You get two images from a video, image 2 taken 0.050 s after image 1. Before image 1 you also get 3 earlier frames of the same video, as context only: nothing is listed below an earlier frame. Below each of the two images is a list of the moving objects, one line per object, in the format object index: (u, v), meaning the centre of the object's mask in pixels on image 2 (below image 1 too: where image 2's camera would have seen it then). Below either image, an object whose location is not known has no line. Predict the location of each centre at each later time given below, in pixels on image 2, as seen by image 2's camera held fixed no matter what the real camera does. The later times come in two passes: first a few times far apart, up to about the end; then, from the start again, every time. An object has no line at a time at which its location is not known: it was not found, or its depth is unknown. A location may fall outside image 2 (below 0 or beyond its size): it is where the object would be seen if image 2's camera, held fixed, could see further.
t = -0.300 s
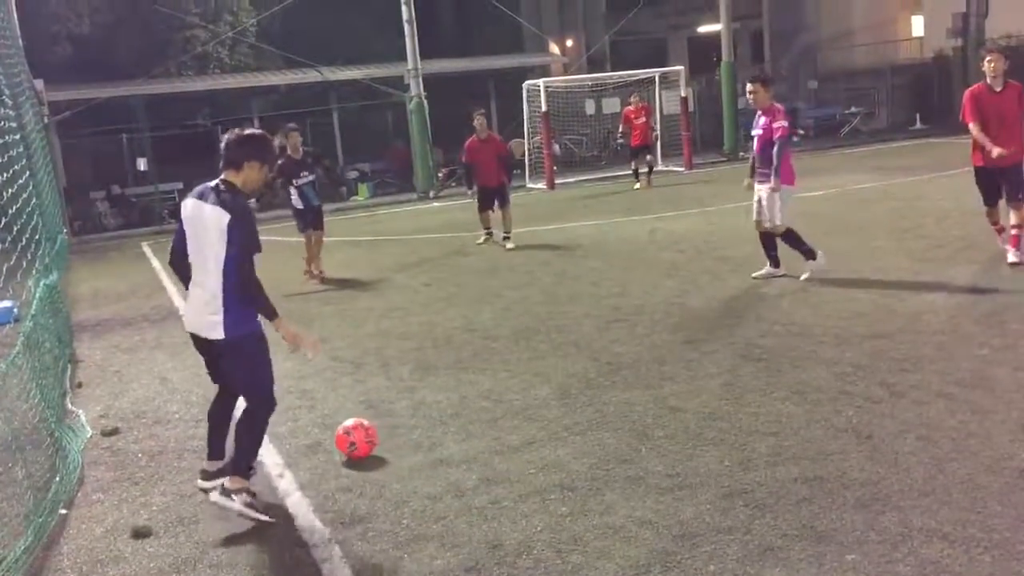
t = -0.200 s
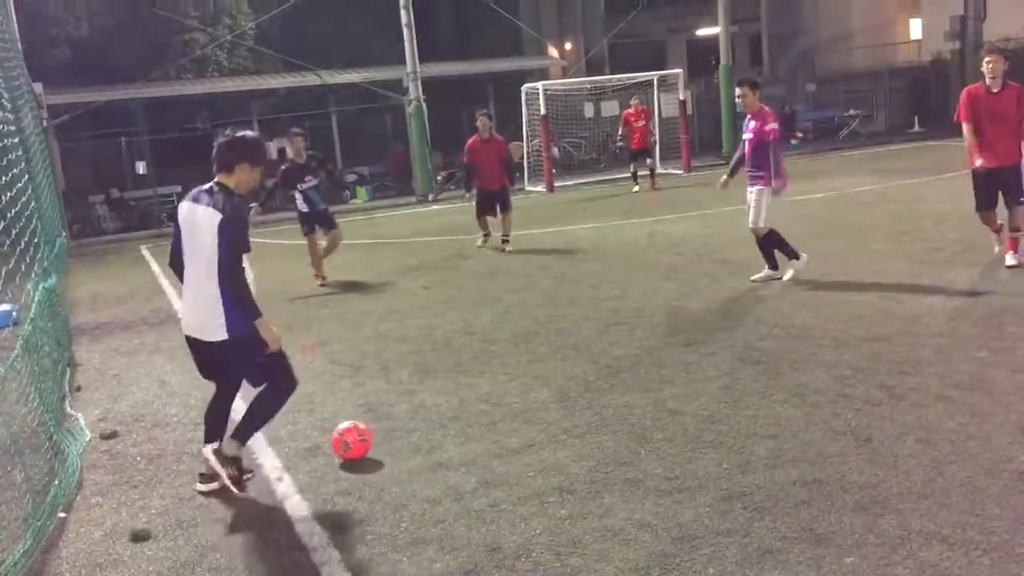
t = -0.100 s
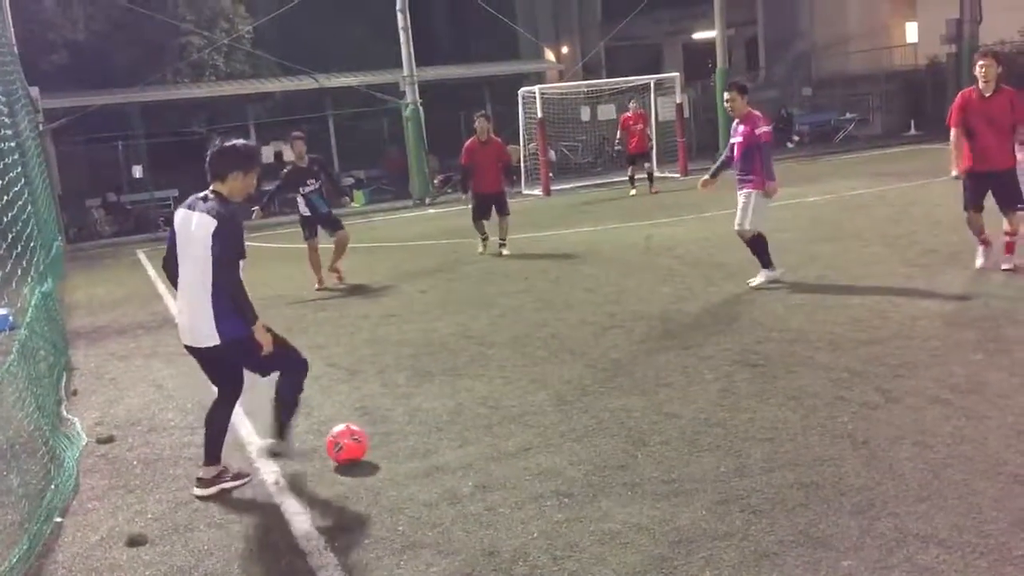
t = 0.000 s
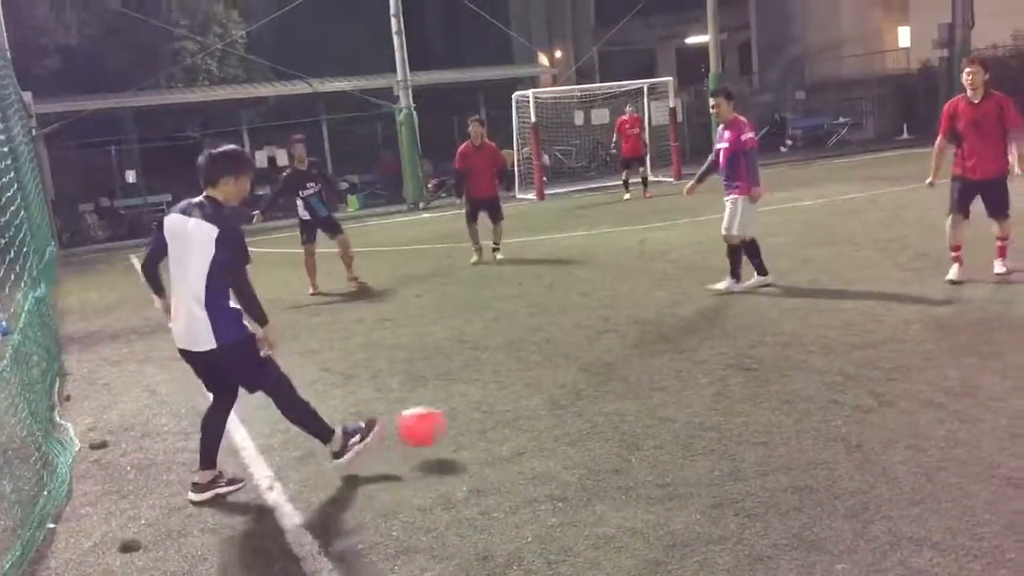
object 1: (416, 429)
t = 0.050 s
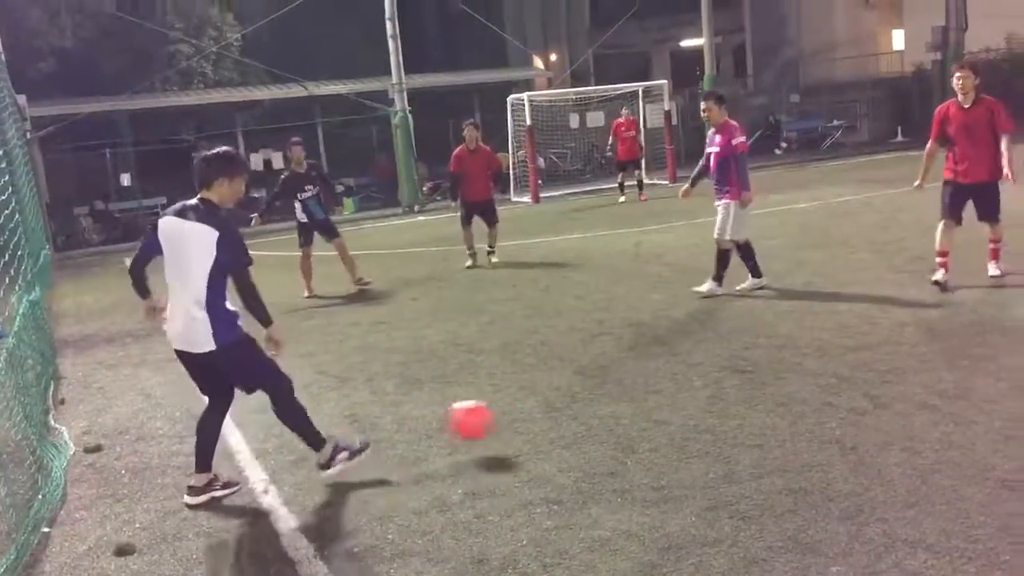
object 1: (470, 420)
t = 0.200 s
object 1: (639, 417)
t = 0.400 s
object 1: (811, 399)
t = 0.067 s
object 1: (489, 417)
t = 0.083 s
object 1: (508, 415)
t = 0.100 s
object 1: (527, 414)
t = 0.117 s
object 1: (545, 413)
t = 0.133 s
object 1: (564, 413)
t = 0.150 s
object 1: (582, 413)
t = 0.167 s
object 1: (602, 414)
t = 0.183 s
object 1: (622, 416)
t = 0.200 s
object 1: (639, 417)
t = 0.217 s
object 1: (656, 416)
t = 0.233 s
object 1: (671, 413)
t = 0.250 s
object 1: (686, 410)
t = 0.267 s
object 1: (700, 408)
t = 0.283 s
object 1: (716, 407)
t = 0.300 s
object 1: (730, 405)
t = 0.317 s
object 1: (744, 405)
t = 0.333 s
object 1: (758, 404)
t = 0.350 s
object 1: (774, 404)
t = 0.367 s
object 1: (787, 403)
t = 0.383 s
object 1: (799, 401)
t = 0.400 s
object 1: (811, 399)
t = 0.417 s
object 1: (824, 397)
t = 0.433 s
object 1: (836, 397)
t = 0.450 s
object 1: (849, 395)
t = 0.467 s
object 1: (863, 395)
